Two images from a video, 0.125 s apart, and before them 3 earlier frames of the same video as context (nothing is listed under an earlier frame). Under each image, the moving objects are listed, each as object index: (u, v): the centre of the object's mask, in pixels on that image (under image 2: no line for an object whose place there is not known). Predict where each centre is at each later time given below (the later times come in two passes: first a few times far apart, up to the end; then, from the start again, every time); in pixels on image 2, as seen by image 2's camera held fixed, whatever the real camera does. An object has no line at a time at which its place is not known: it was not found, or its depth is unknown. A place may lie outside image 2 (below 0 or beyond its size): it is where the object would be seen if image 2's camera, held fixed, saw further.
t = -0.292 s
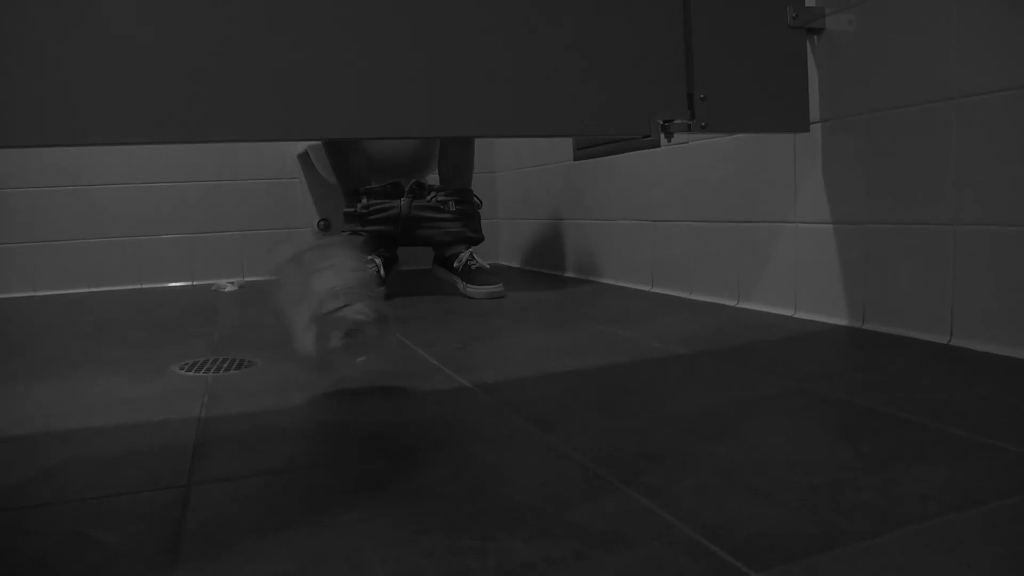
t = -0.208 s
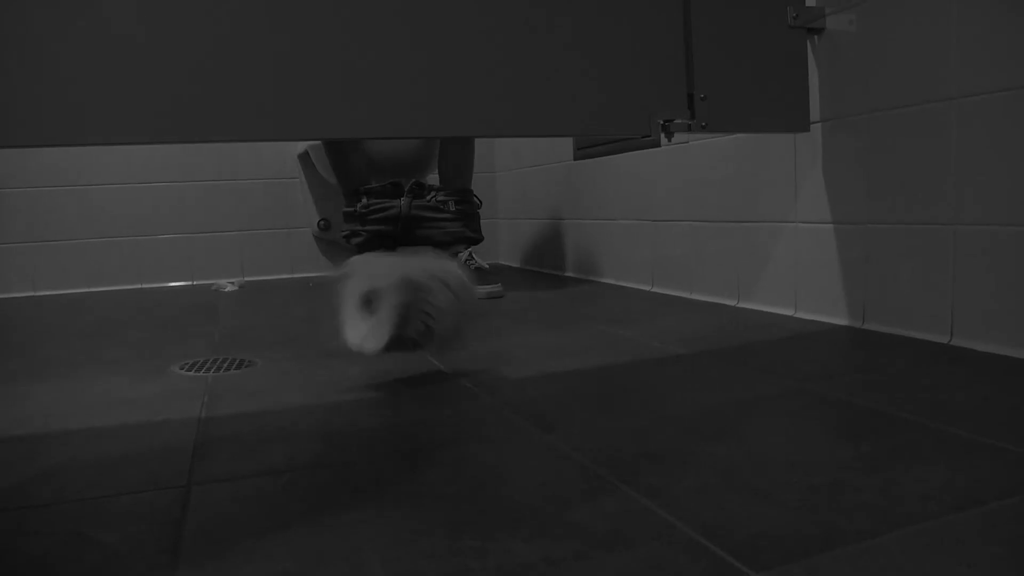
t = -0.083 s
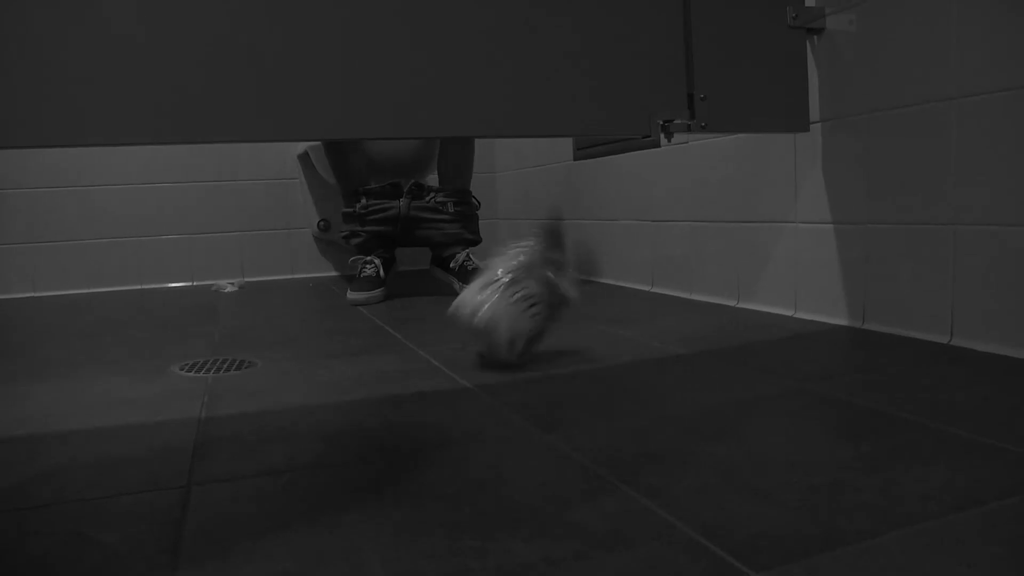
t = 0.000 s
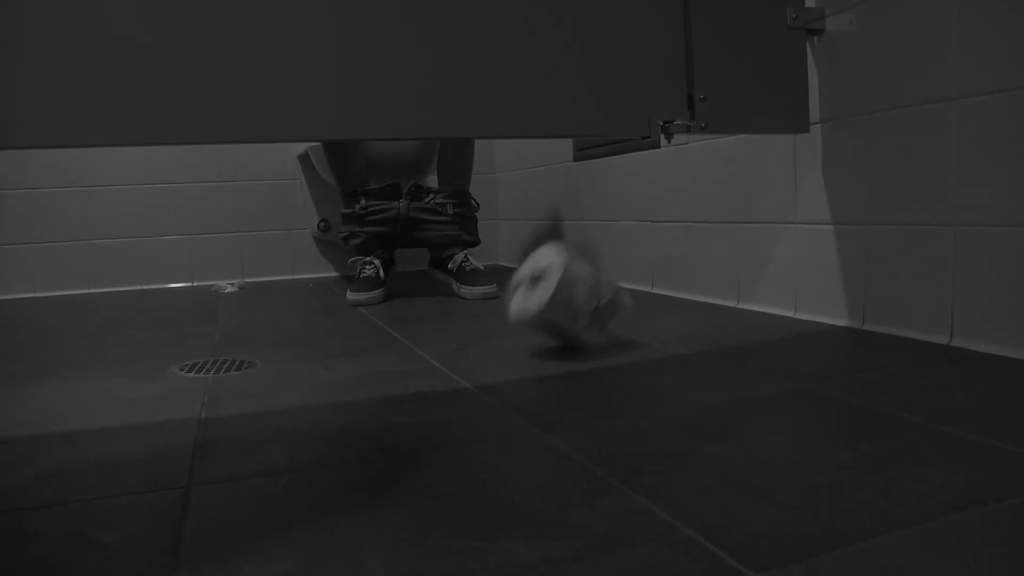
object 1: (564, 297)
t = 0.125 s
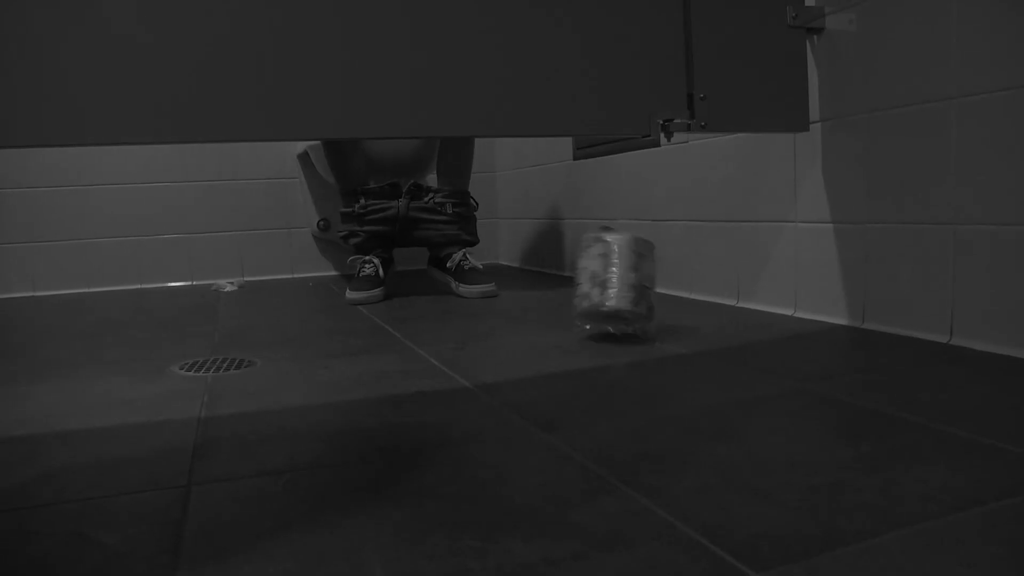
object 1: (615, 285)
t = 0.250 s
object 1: (649, 277)
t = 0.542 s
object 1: (677, 289)
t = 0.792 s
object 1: (678, 290)
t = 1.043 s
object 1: (671, 290)
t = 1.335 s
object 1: (654, 291)
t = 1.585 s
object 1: (642, 291)
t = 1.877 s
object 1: (643, 290)
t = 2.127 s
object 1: (651, 291)
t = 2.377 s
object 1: (649, 291)
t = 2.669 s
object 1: (649, 291)
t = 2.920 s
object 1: (649, 291)
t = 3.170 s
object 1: (649, 292)
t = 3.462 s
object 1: (649, 291)
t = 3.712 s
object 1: (649, 291)
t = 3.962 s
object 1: (649, 291)
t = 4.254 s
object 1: (649, 291)
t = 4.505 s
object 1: (649, 290)
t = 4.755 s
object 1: (649, 290)
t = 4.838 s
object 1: (649, 290)
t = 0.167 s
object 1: (630, 282)
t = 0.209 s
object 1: (638, 276)
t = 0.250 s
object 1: (649, 277)
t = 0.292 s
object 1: (659, 284)
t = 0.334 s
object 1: (664, 273)
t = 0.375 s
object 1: (668, 273)
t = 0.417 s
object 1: (672, 283)
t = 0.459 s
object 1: (675, 288)
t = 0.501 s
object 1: (675, 288)
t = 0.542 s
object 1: (677, 289)
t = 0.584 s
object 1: (678, 289)
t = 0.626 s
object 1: (679, 289)
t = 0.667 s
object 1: (679, 289)
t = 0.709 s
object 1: (679, 289)
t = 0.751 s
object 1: (679, 290)
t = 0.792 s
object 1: (678, 290)
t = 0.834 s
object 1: (678, 290)
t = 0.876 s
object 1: (677, 290)
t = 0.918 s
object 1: (676, 290)
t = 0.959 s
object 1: (674, 289)
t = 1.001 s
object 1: (673, 290)
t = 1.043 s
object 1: (671, 290)
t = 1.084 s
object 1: (669, 290)
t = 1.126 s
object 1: (666, 291)
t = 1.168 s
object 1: (663, 290)
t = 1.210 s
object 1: (661, 290)
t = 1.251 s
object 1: (659, 290)
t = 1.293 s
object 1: (657, 290)
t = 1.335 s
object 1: (654, 291)
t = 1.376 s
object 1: (651, 292)
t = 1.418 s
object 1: (649, 291)
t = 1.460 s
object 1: (646, 292)
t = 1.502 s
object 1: (644, 291)
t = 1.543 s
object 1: (643, 291)
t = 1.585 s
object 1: (642, 291)
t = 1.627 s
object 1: (641, 290)
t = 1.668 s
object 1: (641, 290)
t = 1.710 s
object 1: (641, 290)
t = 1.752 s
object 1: (641, 290)
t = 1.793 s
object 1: (641, 290)
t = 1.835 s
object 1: (642, 290)
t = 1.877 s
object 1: (643, 290)
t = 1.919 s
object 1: (645, 290)
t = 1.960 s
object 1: (646, 290)
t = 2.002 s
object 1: (648, 290)
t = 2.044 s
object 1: (649, 290)
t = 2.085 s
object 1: (650, 291)
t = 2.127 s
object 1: (651, 291)
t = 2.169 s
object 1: (651, 291)
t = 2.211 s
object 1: (651, 291)
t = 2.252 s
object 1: (651, 291)
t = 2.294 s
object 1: (650, 291)
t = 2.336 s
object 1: (649, 291)
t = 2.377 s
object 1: (649, 291)
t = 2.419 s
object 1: (648, 291)
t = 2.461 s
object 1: (648, 291)
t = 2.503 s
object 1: (648, 291)
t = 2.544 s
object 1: (648, 291)
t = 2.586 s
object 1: (648, 291)
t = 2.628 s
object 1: (648, 291)
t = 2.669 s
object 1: (649, 291)
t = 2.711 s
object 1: (649, 291)
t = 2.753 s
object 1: (650, 291)
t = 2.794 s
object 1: (650, 291)
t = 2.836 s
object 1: (649, 291)
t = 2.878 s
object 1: (649, 291)
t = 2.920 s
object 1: (649, 291)
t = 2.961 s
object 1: (649, 291)
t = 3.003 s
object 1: (649, 291)
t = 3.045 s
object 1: (649, 291)
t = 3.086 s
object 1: (649, 291)
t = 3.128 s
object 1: (649, 291)
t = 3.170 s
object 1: (649, 292)
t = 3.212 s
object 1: (649, 292)
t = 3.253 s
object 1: (649, 292)
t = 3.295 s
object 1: (649, 291)
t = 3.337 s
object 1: (649, 291)
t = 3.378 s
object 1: (649, 291)
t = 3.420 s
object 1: (649, 291)
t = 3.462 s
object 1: (649, 291)
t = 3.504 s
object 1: (649, 291)
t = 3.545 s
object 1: (649, 291)
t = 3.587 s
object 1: (649, 291)
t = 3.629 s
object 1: (649, 291)
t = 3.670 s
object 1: (649, 291)
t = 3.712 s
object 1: (649, 291)
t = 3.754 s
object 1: (649, 291)
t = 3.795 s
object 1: (649, 291)
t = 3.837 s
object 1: (649, 291)
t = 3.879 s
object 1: (649, 291)
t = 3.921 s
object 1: (649, 291)
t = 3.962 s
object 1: (649, 291)
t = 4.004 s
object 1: (649, 291)
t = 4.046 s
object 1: (649, 291)
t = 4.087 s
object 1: (649, 291)
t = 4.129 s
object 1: (649, 291)
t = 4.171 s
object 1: (649, 291)
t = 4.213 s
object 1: (649, 291)
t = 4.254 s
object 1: (649, 291)
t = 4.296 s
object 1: (649, 291)
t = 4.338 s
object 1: (649, 291)
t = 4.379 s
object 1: (649, 291)
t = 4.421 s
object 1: (649, 291)
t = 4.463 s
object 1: (649, 291)
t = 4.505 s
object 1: (649, 290)
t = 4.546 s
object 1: (649, 290)
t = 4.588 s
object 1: (649, 290)
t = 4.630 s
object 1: (649, 290)
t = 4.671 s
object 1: (649, 290)
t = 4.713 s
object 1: (649, 290)
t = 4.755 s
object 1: (649, 290)
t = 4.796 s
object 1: (649, 290)
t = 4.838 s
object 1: (649, 290)
